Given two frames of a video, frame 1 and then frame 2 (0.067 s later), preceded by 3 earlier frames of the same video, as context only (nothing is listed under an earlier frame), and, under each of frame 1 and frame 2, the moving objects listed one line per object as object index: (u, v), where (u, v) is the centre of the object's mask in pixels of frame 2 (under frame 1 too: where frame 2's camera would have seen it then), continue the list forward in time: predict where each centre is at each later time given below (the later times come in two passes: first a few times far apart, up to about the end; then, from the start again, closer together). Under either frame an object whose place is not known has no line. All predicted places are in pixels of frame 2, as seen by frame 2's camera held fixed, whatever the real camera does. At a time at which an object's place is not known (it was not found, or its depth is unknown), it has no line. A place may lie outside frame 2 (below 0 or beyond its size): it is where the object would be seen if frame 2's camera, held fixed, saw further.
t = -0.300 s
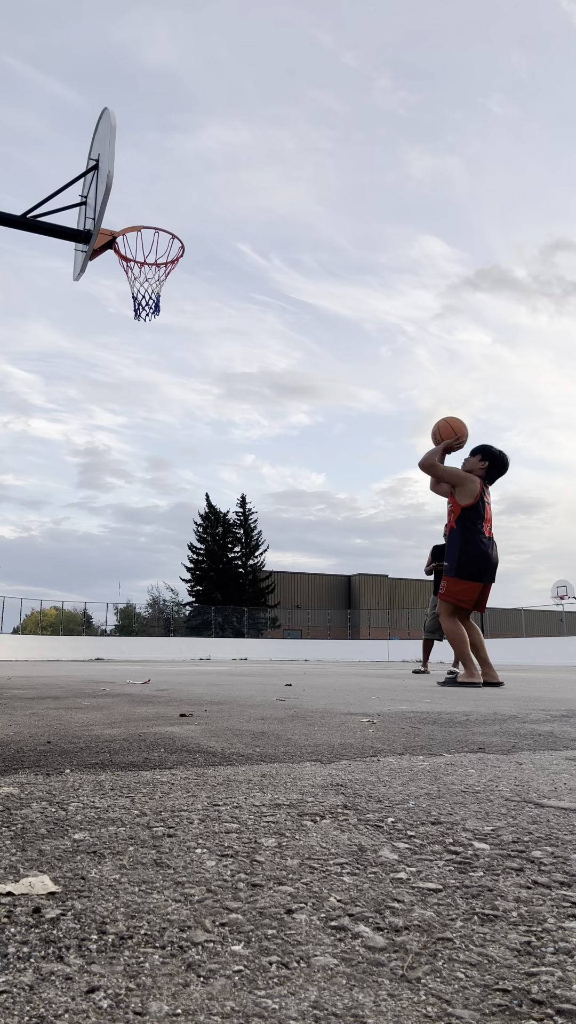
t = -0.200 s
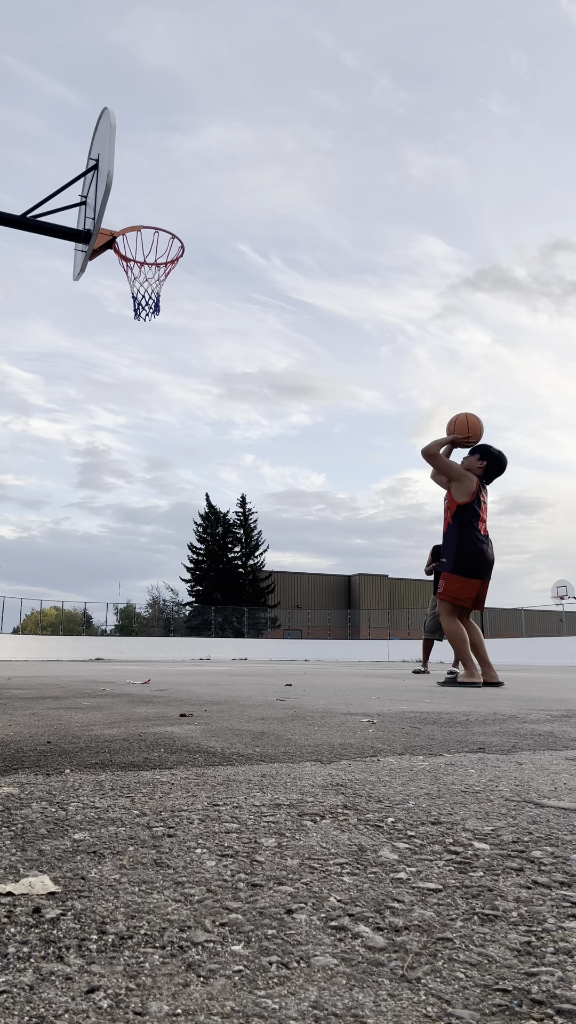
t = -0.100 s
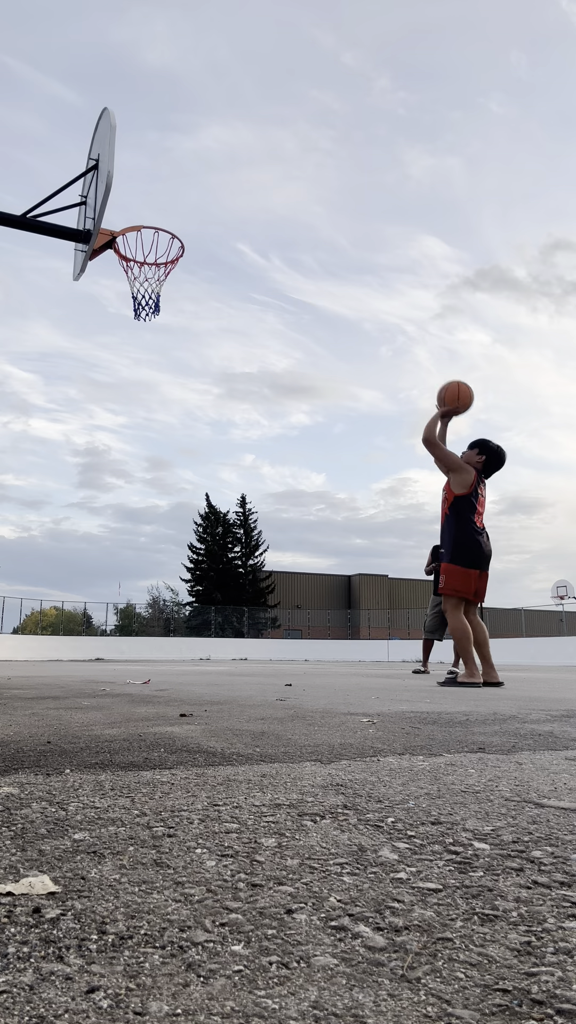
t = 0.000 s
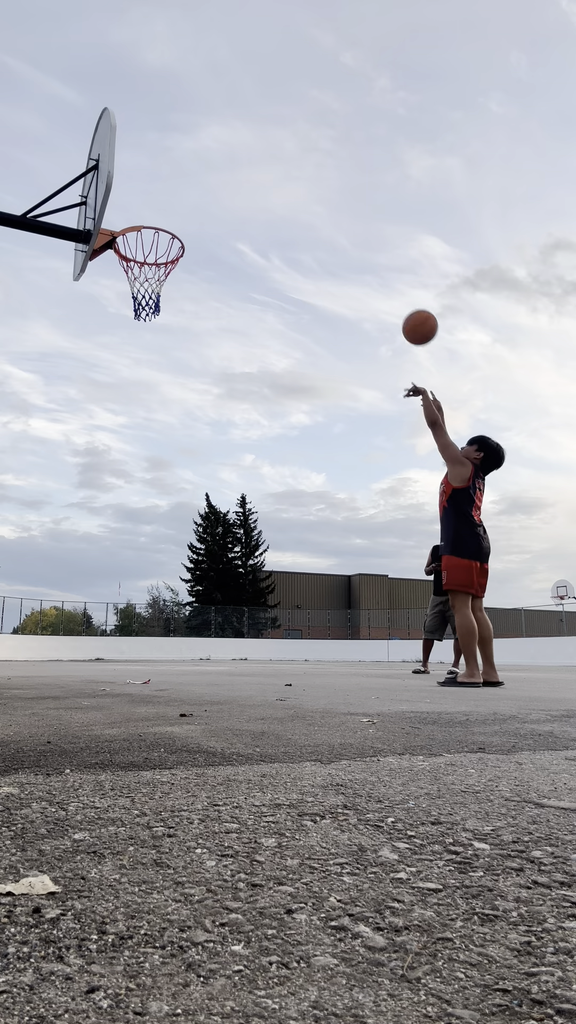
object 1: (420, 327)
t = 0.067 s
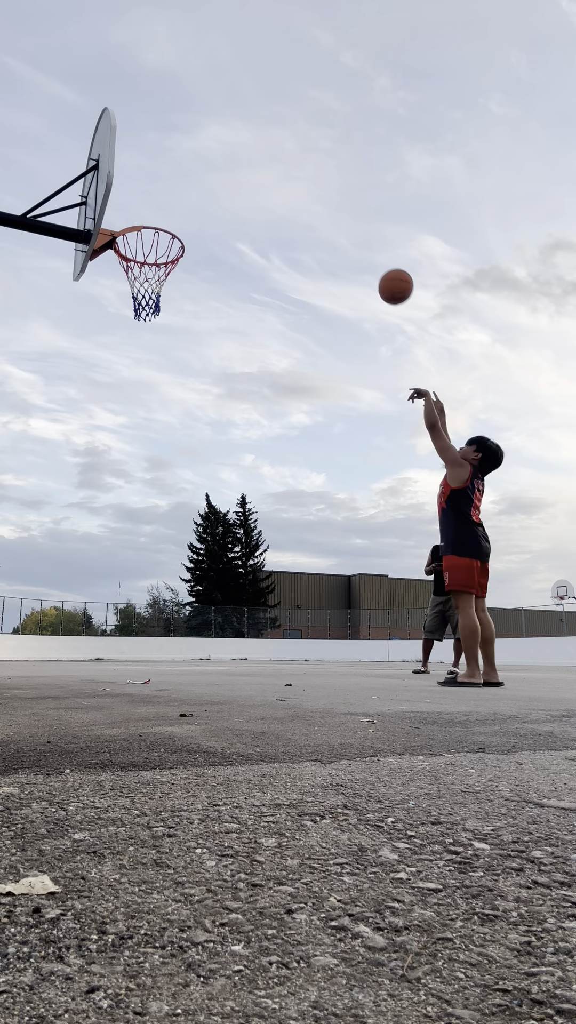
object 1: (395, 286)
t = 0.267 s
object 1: (326, 203)
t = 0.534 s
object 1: (238, 176)
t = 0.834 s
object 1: (135, 256)
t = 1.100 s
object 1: (117, 321)
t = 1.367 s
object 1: (111, 465)
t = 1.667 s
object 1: (117, 596)
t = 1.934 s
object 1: (163, 464)
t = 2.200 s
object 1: (203, 440)
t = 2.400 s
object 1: (230, 485)
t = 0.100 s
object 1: (384, 269)
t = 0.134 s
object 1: (372, 253)
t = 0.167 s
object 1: (360, 238)
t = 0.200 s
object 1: (349, 225)
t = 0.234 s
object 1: (338, 213)
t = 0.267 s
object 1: (326, 203)
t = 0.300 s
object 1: (315, 195)
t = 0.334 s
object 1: (304, 188)
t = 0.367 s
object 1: (293, 183)
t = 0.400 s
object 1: (282, 179)
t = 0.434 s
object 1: (271, 176)
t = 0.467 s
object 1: (260, 174)
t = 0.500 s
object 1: (249, 175)
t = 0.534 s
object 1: (238, 176)
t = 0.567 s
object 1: (226, 179)
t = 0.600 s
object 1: (215, 184)
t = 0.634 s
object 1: (204, 190)
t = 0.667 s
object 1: (193, 197)
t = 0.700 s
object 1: (181, 206)
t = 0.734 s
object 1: (170, 215)
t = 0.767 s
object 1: (159, 227)
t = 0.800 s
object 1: (147, 241)
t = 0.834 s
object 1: (135, 256)
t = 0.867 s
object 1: (125, 268)
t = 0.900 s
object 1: (119, 274)
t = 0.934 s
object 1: (118, 281)
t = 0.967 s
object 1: (118, 286)
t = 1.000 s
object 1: (118, 293)
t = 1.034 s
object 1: (118, 301)
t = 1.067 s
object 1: (118, 310)
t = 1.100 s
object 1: (117, 321)
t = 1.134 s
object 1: (117, 333)
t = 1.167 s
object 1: (116, 347)
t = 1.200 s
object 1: (116, 363)
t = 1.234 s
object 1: (115, 380)
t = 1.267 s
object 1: (114, 399)
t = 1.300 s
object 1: (113, 419)
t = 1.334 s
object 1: (112, 442)
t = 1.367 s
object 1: (111, 465)
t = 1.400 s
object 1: (109, 491)
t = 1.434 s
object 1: (108, 519)
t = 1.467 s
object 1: (106, 549)
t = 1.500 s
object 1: (104, 581)
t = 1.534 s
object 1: (102, 615)
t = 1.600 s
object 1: (103, 649)
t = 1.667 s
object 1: (117, 596)
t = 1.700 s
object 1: (123, 573)
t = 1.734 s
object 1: (129, 552)
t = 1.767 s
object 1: (135, 533)
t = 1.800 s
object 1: (141, 516)
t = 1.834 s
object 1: (147, 500)
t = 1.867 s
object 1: (153, 487)
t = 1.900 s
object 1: (158, 475)
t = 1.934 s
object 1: (163, 464)
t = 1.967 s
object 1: (169, 456)
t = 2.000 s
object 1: (174, 449)
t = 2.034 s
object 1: (179, 444)
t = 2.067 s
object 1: (184, 440)
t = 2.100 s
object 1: (189, 438)
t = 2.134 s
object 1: (194, 437)
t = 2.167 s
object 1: (198, 438)
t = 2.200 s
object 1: (203, 440)
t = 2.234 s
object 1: (208, 444)
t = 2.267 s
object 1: (212, 449)
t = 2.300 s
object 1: (217, 456)
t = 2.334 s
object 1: (221, 464)
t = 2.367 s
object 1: (226, 474)
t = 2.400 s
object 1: (230, 485)
